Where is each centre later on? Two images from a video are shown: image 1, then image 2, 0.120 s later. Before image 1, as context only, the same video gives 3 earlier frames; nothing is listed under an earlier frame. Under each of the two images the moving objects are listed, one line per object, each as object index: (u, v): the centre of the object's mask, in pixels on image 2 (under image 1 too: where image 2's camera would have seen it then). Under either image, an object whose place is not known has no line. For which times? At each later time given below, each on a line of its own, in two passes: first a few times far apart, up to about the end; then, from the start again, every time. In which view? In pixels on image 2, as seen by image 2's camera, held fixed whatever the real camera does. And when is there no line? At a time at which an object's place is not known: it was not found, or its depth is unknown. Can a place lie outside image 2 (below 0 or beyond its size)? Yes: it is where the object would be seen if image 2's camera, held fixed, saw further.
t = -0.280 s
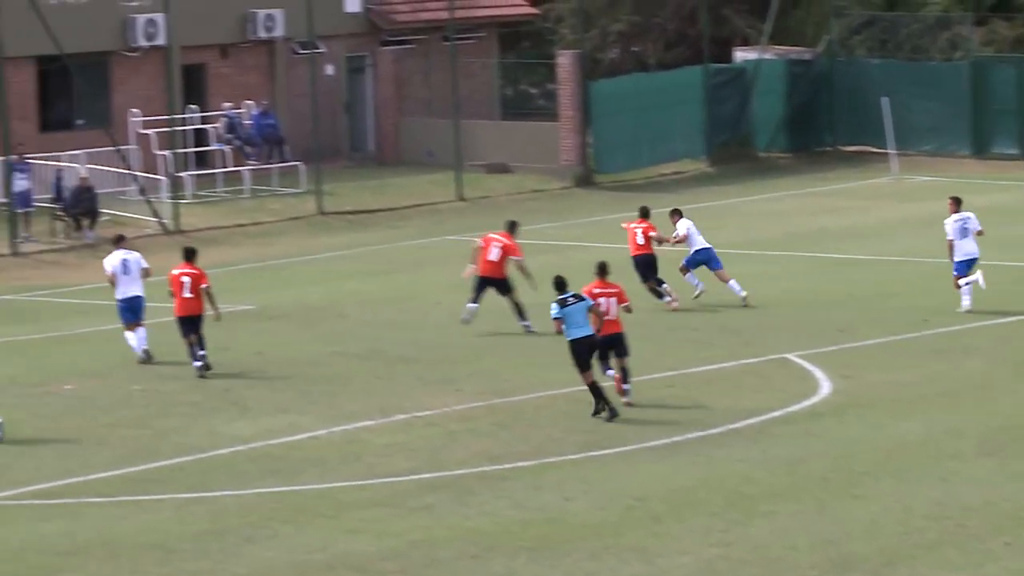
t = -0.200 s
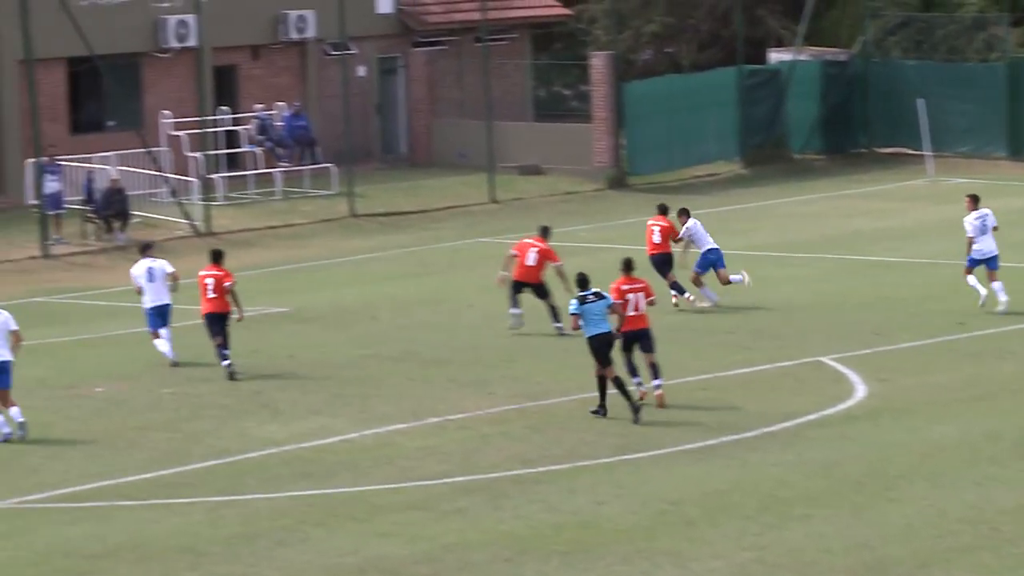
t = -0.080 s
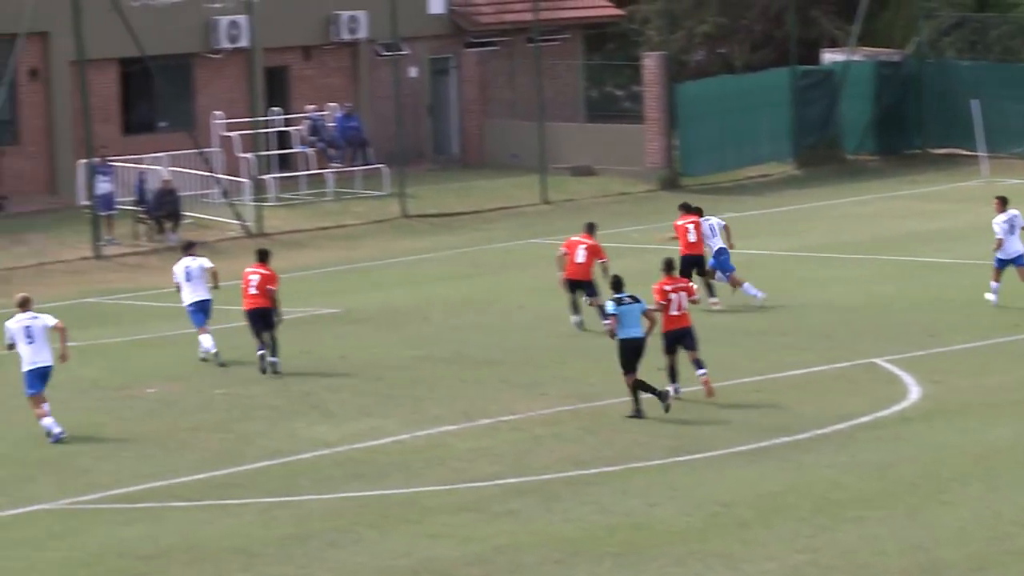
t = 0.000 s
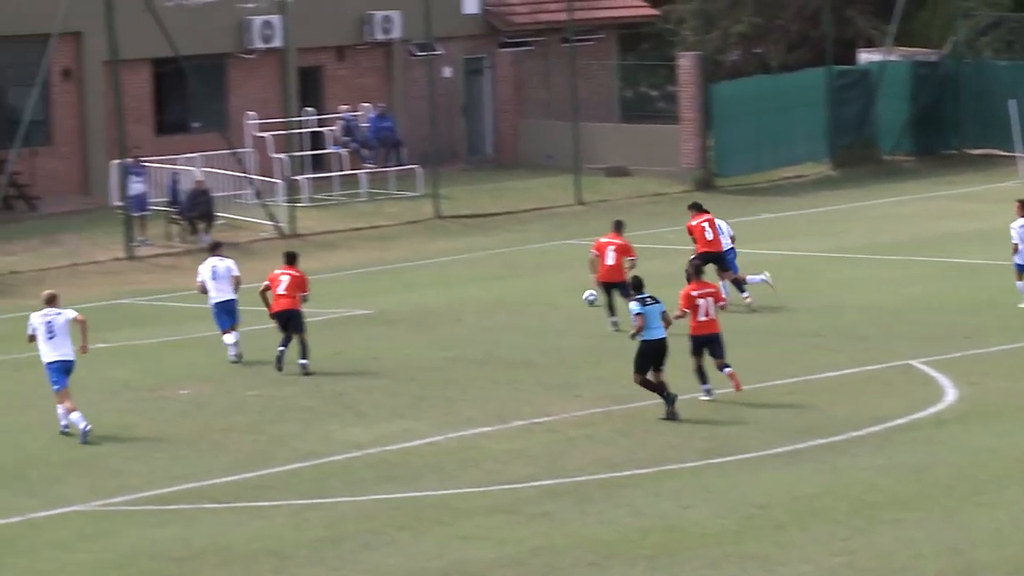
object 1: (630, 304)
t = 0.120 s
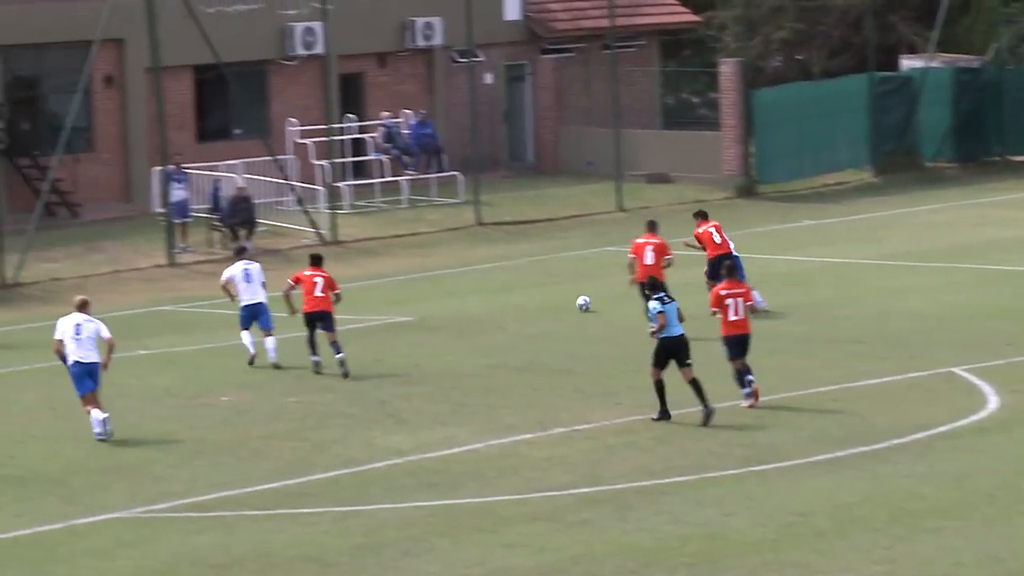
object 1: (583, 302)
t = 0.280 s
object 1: (529, 302)
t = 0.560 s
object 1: (454, 300)
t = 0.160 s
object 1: (569, 301)
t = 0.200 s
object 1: (555, 301)
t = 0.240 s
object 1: (542, 302)
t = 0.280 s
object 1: (529, 302)
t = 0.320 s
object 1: (518, 300)
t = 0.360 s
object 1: (506, 300)
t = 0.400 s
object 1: (495, 300)
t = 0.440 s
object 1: (483, 301)
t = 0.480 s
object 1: (473, 300)
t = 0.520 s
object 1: (463, 299)
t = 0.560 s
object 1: (454, 300)
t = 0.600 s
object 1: (449, 300)
